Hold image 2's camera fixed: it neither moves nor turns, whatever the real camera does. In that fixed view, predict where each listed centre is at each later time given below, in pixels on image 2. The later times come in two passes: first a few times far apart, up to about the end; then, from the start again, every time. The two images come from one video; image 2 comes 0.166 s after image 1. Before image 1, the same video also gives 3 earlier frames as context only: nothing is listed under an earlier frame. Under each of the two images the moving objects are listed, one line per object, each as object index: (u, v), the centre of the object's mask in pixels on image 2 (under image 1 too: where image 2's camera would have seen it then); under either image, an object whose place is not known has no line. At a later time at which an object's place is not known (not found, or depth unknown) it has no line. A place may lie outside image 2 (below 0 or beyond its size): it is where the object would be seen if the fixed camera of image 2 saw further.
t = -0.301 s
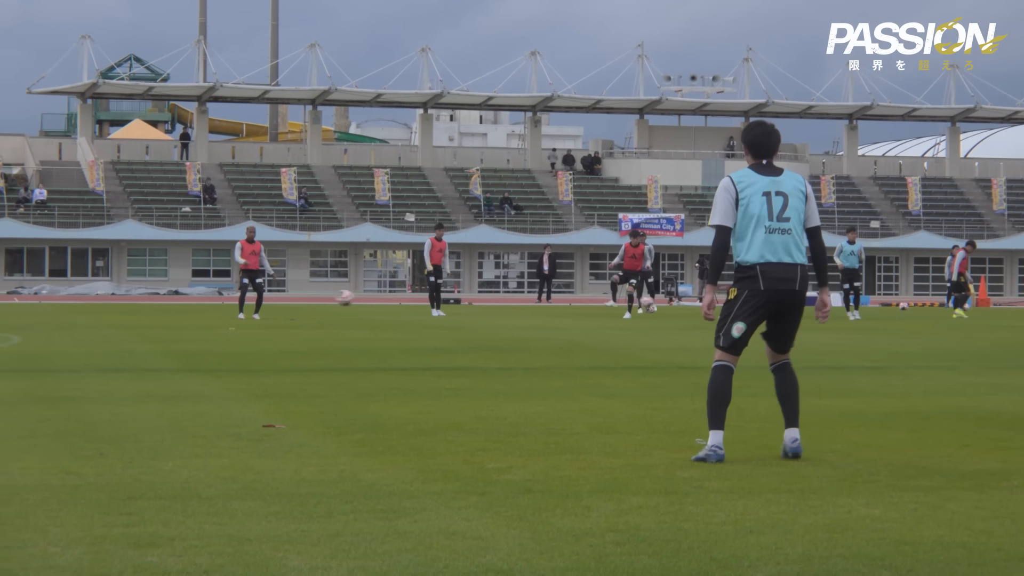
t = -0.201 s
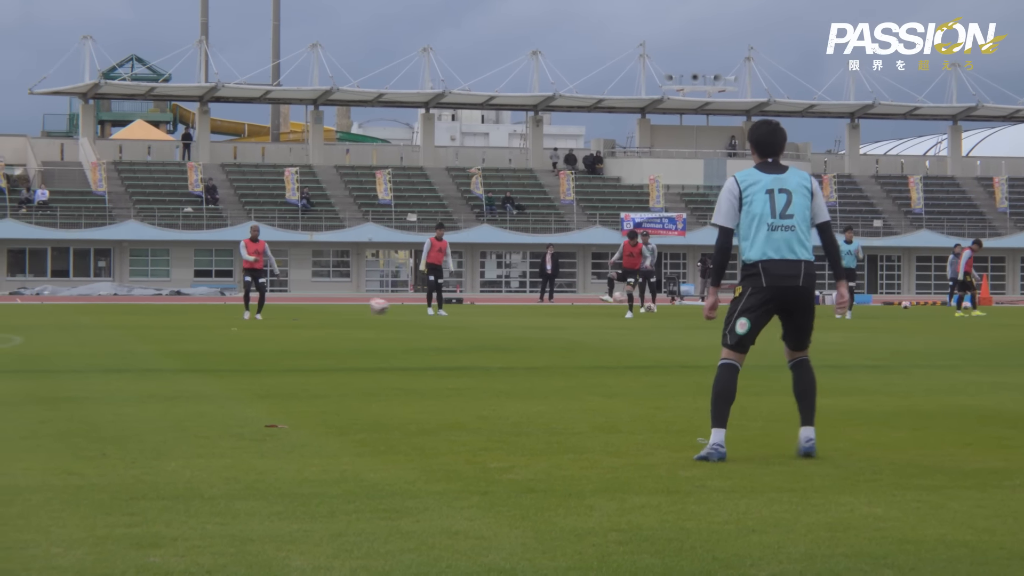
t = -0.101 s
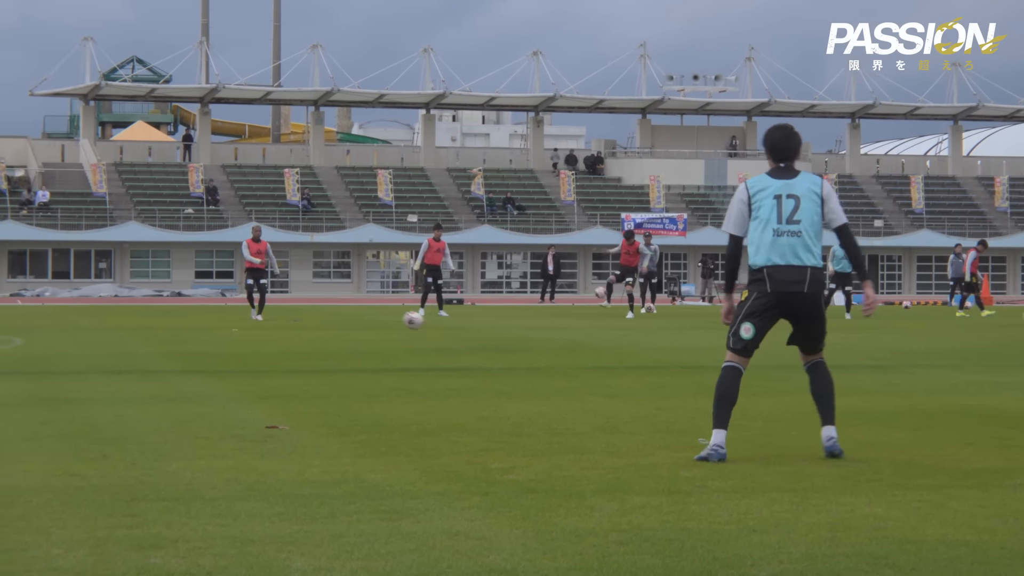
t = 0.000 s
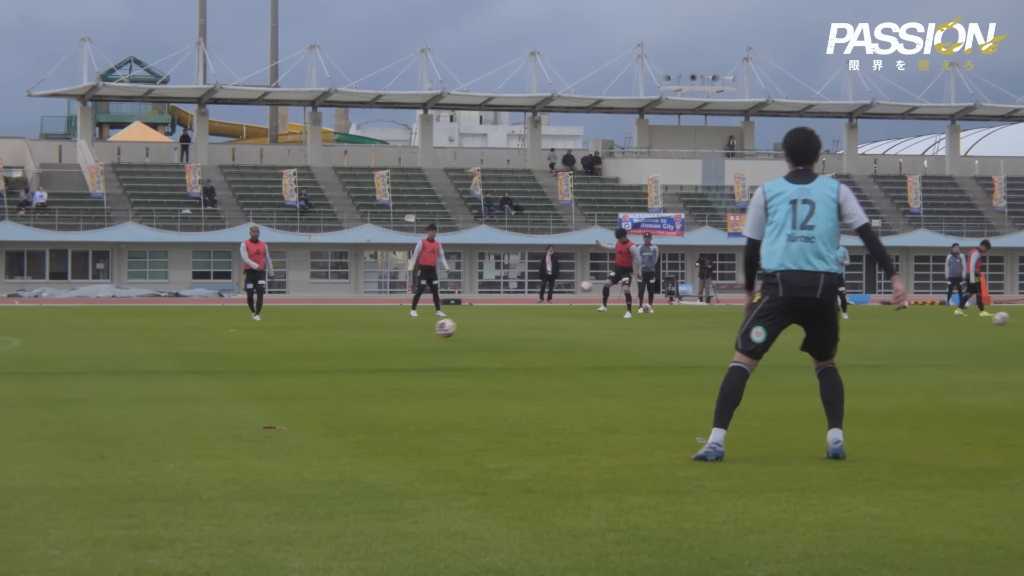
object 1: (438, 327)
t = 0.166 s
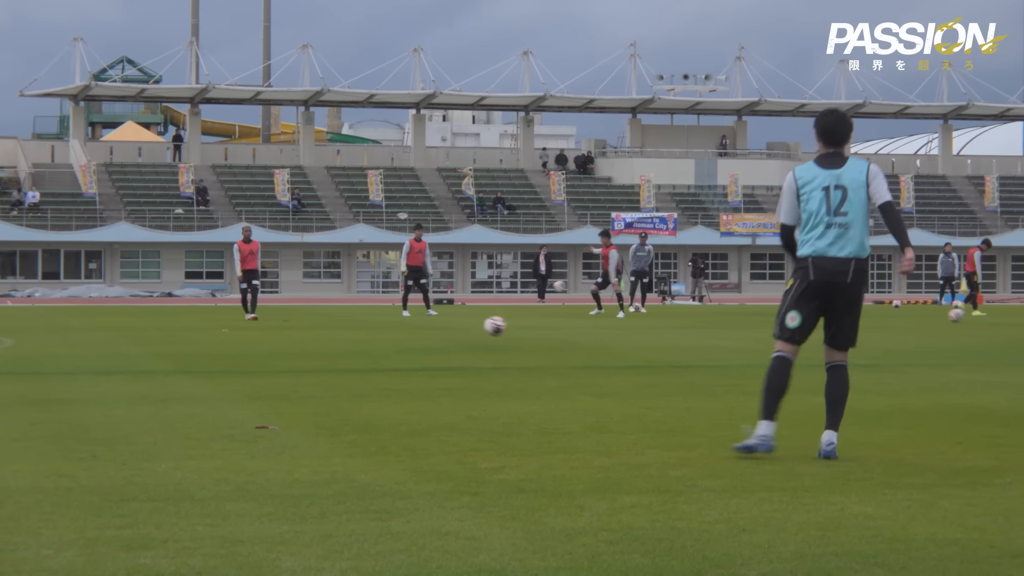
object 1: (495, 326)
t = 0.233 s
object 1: (520, 332)
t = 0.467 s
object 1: (612, 345)
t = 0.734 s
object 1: (715, 357)
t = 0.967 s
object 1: (797, 369)
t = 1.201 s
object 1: (872, 381)
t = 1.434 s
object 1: (955, 392)
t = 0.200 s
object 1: (507, 328)
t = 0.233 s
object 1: (520, 332)
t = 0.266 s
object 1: (533, 337)
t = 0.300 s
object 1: (547, 343)
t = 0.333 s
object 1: (560, 348)
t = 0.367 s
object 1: (573, 346)
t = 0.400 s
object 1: (585, 344)
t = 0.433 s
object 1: (598, 344)
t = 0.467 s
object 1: (612, 345)
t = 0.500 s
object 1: (625, 347)
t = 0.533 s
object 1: (638, 351)
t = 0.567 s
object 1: (652, 356)
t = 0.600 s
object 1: (665, 359)
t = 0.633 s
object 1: (677, 357)
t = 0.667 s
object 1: (689, 355)
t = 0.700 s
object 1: (702, 356)
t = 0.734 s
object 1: (715, 357)
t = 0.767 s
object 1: (727, 360)
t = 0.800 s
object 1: (740, 365)
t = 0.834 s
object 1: (753, 371)
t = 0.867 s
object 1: (764, 370)
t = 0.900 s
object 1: (775, 369)
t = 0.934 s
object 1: (785, 368)
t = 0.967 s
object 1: (797, 369)
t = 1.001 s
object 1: (808, 373)
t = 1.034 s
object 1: (819, 377)
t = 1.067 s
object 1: (829, 378)
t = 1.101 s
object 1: (840, 377)
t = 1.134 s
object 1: (850, 377)
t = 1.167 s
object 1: (861, 378)
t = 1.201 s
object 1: (872, 381)
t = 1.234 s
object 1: (883, 385)
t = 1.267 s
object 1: (895, 385)
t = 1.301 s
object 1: (906, 386)
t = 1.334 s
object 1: (918, 388)
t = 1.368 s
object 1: (930, 390)
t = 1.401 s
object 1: (943, 391)
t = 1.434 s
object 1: (955, 392)
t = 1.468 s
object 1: (968, 394)
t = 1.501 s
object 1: (981, 396)
